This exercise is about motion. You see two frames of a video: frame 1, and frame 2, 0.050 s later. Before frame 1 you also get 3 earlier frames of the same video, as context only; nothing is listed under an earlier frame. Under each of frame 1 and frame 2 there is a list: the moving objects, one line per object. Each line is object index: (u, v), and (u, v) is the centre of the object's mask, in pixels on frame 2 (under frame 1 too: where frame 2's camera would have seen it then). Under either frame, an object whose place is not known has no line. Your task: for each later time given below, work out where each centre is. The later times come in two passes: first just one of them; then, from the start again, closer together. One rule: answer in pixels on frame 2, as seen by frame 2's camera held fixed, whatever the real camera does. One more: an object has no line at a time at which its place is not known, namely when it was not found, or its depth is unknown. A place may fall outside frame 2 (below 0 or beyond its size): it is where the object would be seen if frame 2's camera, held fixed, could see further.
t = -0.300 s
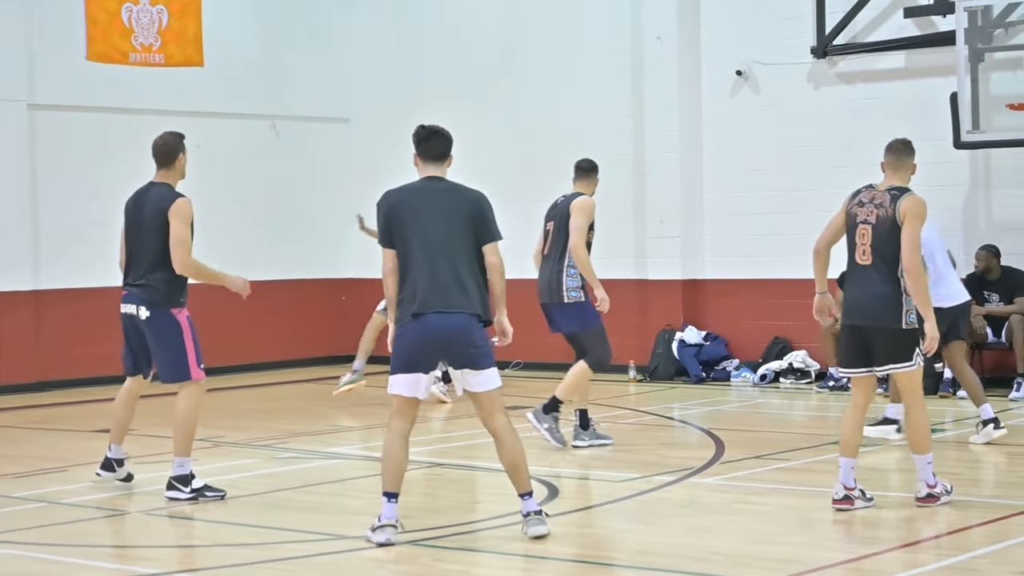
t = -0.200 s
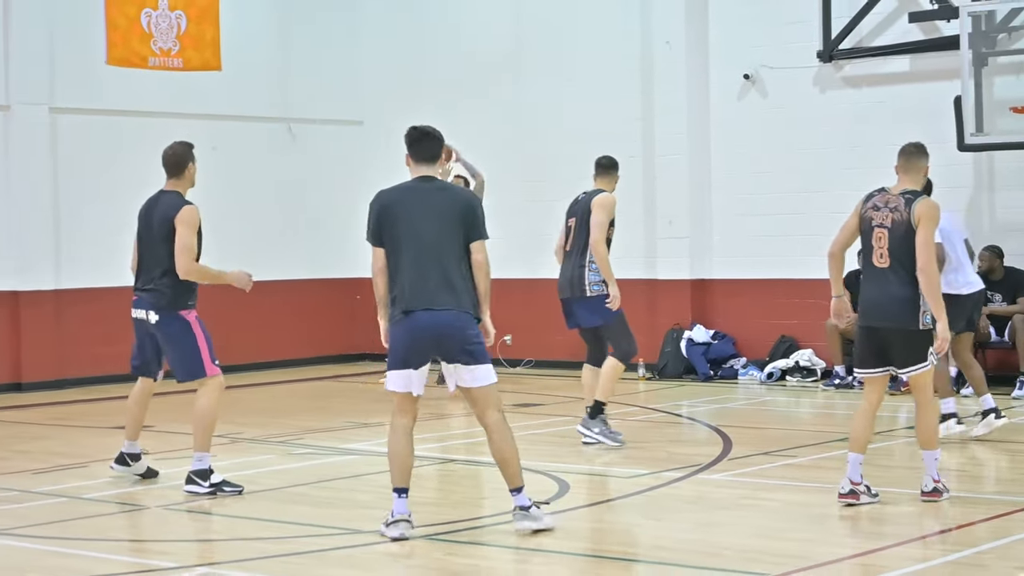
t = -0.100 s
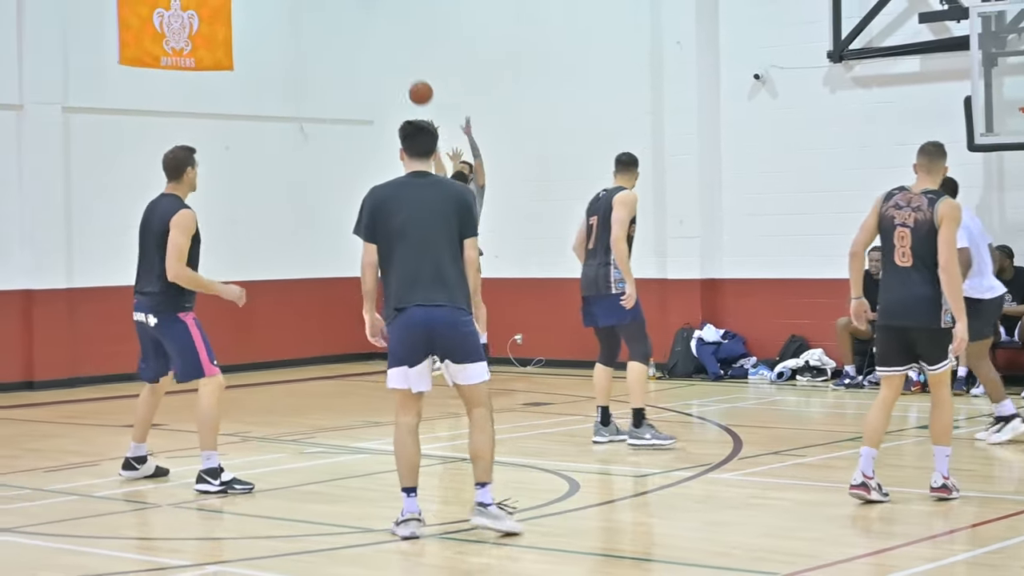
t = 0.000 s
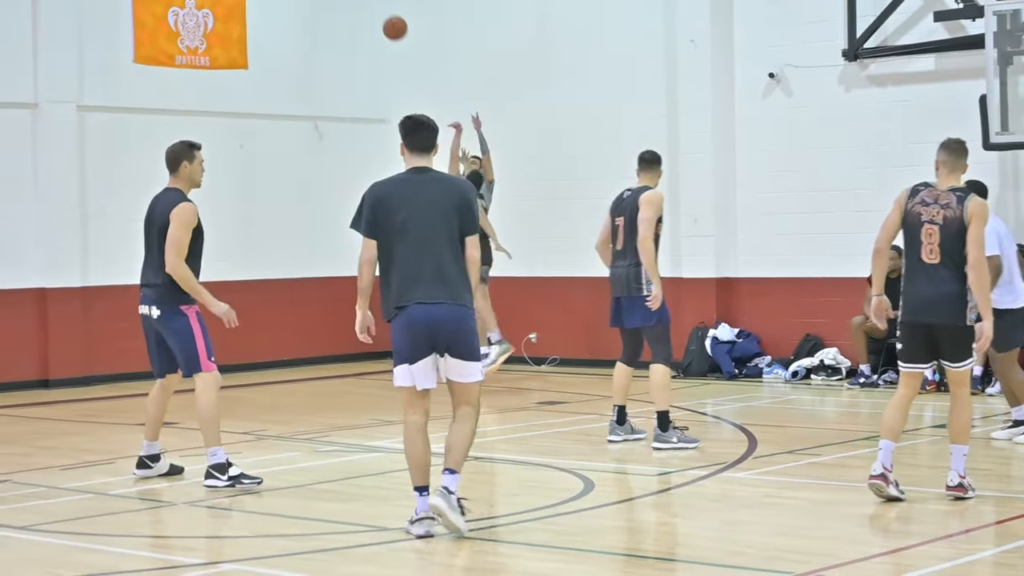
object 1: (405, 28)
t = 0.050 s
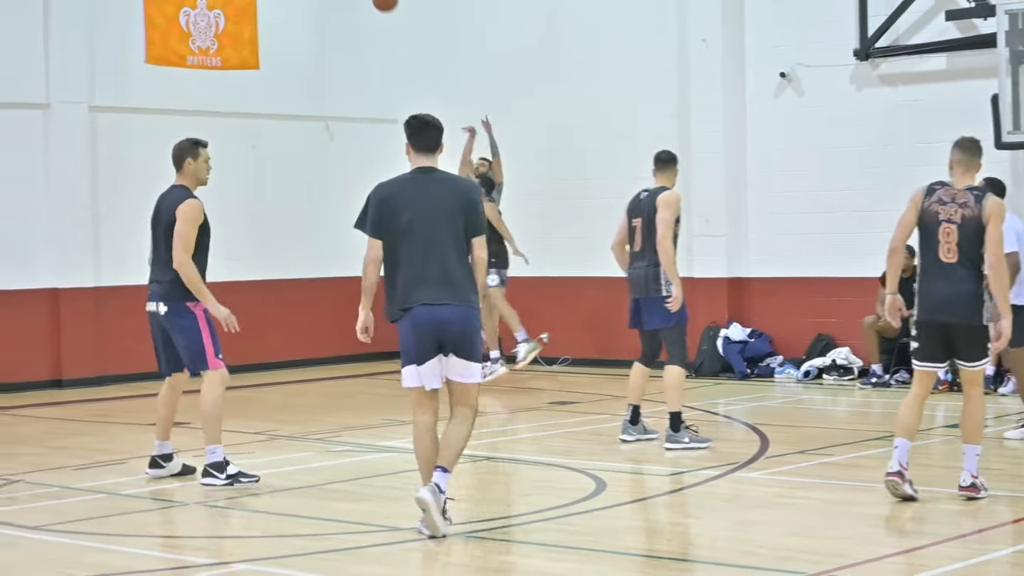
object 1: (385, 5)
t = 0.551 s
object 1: (158, -164)
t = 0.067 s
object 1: (379, 1)
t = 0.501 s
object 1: (183, -160)
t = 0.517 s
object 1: (174, -162)
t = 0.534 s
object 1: (166, -163)
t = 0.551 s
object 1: (158, -164)
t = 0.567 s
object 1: (150, -165)
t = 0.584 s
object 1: (142, -165)
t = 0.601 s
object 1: (134, -165)
